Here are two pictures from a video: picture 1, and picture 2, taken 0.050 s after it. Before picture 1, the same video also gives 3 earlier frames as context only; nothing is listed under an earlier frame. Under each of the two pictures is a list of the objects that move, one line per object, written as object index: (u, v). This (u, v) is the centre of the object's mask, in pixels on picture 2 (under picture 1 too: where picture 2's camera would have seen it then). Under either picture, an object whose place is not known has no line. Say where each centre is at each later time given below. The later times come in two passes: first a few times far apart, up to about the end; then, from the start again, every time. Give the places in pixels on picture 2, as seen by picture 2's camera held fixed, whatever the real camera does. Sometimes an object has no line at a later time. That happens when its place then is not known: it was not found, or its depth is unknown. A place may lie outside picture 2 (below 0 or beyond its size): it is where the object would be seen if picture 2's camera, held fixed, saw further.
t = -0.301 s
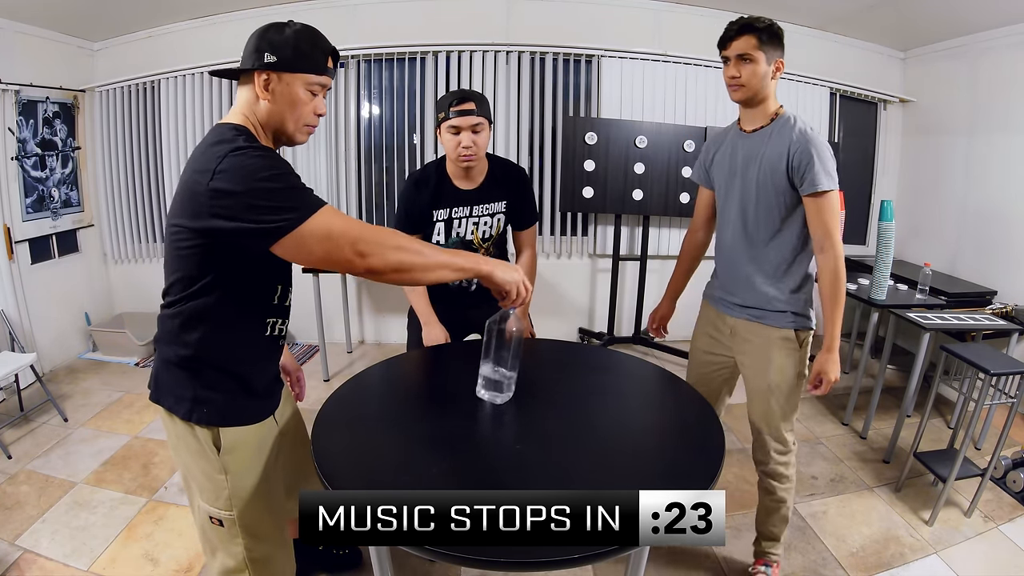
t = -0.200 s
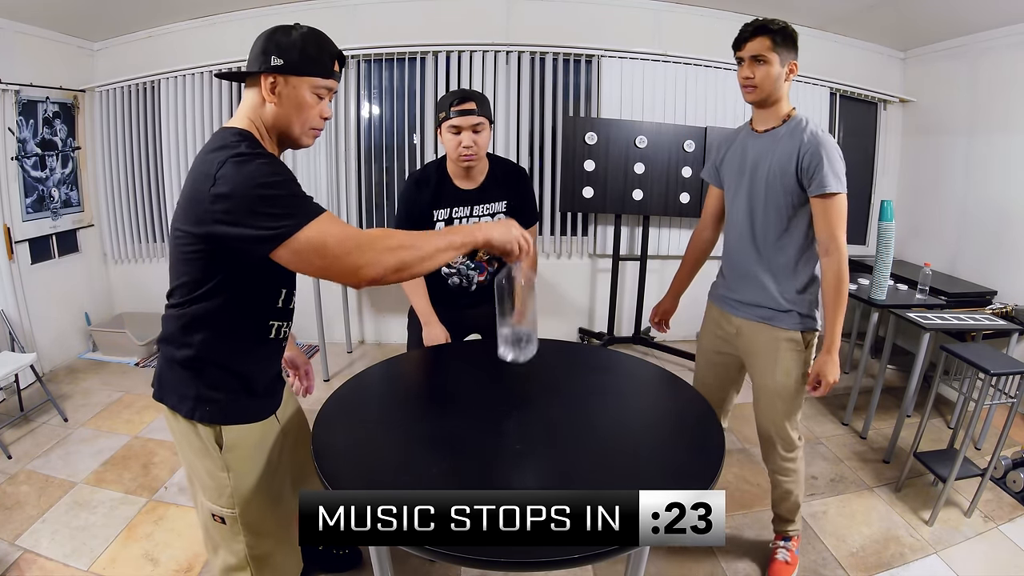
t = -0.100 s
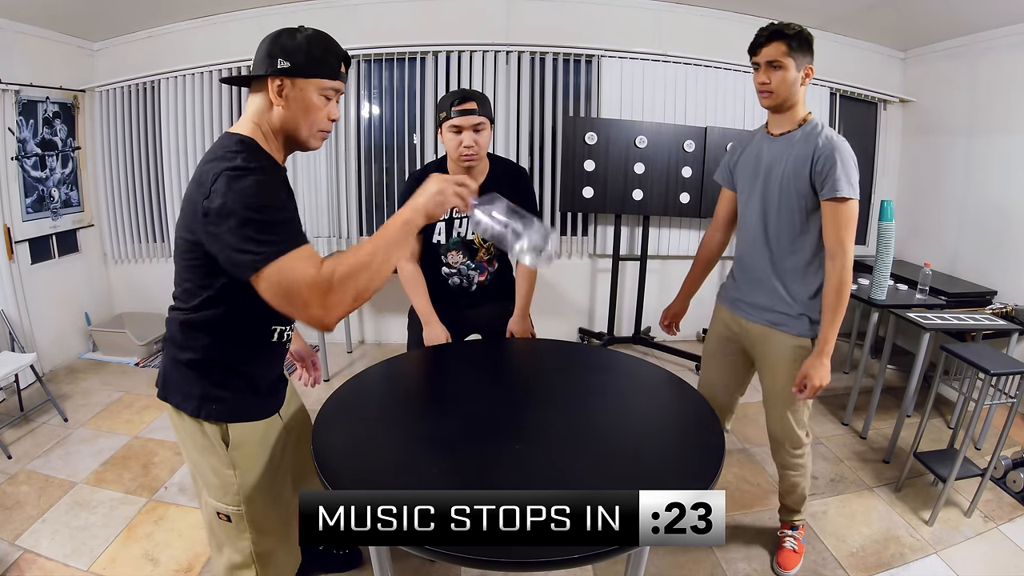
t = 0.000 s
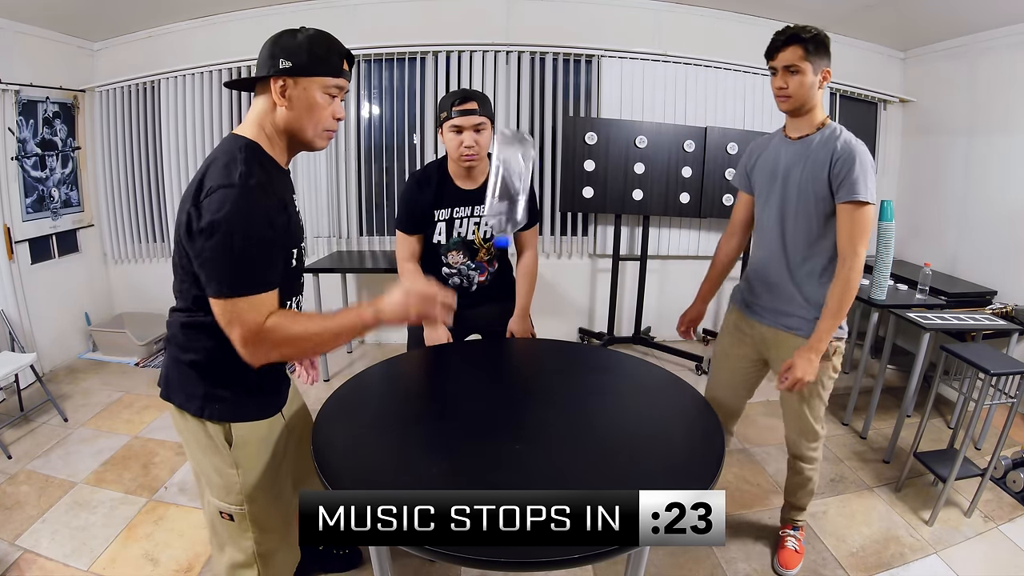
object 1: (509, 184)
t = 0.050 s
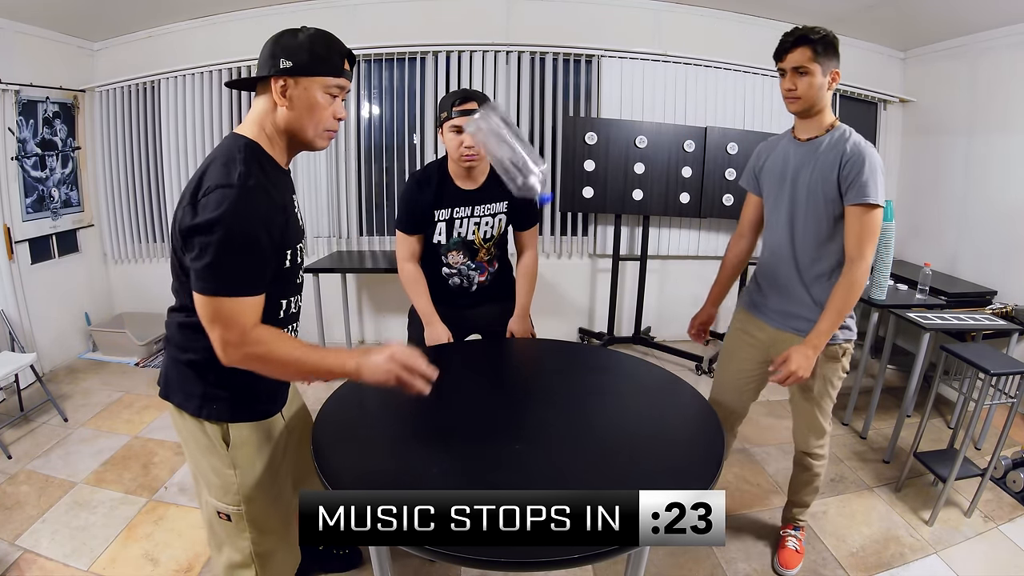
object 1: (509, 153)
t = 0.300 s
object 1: (448, 190)
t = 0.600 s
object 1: (370, 410)
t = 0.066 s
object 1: (505, 143)
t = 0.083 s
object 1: (499, 134)
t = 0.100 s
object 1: (493, 129)
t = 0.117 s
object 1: (490, 125)
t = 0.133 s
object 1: (487, 122)
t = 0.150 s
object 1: (484, 122)
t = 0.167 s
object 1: (481, 122)
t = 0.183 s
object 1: (476, 125)
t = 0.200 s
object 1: (473, 129)
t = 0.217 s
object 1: (469, 135)
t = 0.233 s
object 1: (465, 143)
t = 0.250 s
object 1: (461, 153)
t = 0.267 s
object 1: (457, 162)
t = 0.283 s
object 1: (453, 174)
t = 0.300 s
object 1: (448, 190)
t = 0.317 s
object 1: (444, 204)
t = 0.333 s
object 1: (440, 219)
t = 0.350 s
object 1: (436, 236)
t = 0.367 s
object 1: (431, 255)
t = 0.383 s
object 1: (427, 276)
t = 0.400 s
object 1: (425, 298)
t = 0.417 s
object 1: (421, 321)
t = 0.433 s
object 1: (417, 343)
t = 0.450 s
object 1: (414, 368)
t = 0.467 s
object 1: (409, 379)
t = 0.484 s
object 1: (405, 391)
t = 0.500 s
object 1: (404, 402)
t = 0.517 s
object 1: (397, 405)
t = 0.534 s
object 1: (390, 406)
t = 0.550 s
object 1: (384, 407)
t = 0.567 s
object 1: (378, 408)
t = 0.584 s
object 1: (374, 409)
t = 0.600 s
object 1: (370, 410)
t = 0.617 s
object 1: (368, 411)
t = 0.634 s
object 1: (366, 411)
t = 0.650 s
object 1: (364, 411)
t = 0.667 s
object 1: (363, 412)
